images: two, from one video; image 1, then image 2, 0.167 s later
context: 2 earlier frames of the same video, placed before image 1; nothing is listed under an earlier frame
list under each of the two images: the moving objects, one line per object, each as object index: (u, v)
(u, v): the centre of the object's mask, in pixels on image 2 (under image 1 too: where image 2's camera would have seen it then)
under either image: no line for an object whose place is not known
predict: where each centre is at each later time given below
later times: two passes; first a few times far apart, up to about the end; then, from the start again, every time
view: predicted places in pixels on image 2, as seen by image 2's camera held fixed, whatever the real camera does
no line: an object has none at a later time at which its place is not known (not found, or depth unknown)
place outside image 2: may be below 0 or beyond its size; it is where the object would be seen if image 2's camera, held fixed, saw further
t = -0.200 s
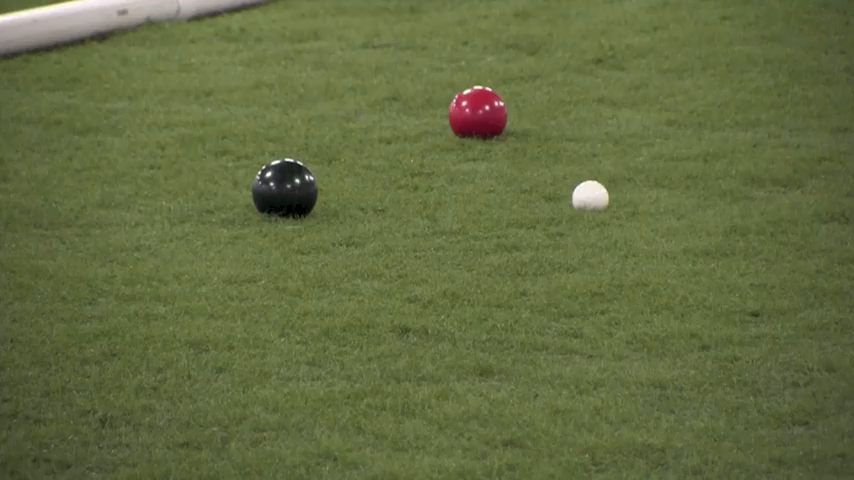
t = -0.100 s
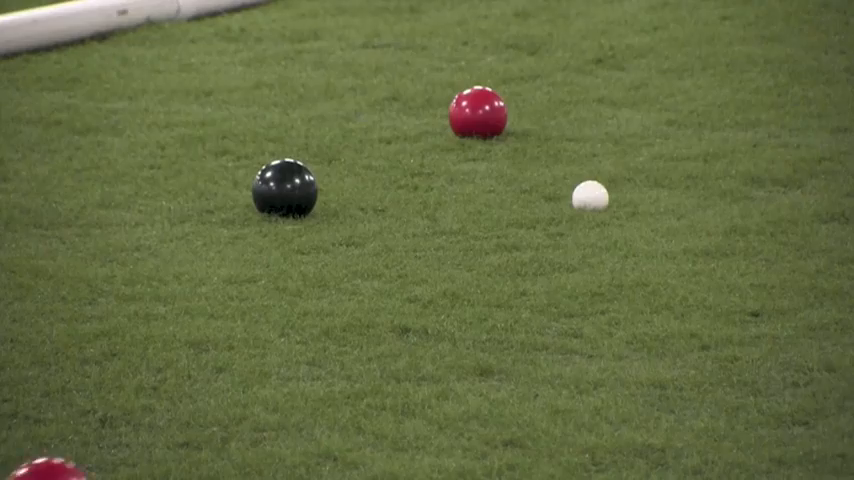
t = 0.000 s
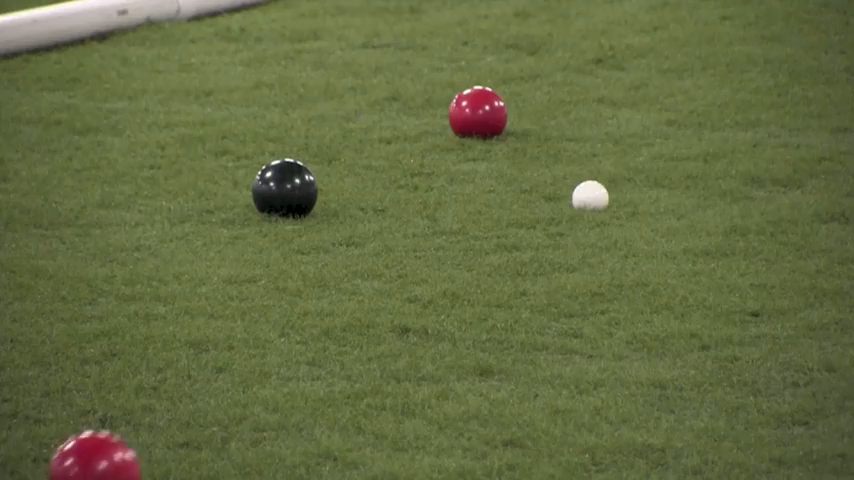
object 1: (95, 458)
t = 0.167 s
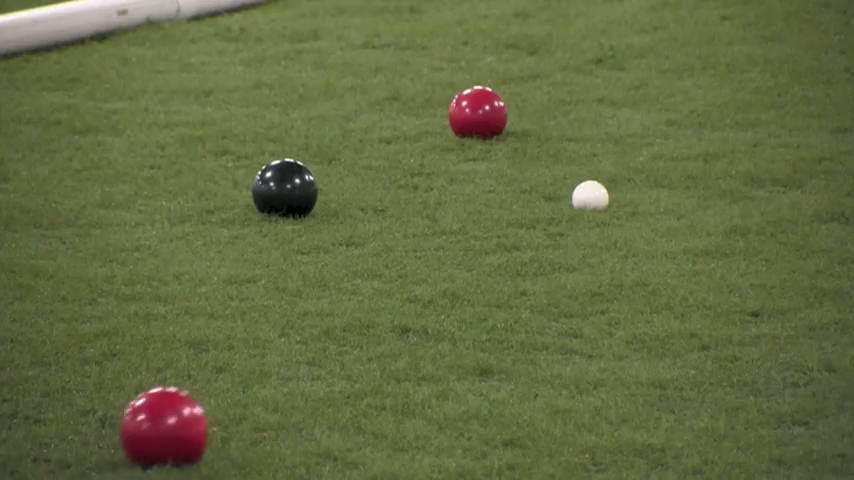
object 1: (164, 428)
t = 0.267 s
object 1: (202, 404)
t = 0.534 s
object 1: (289, 346)
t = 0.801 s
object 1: (362, 300)
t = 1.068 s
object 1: (420, 266)
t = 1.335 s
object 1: (469, 238)
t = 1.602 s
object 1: (501, 210)
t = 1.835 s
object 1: (526, 189)
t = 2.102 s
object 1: (551, 169)
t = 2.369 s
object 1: (576, 153)
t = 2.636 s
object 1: (600, 140)
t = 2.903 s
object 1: (618, 129)
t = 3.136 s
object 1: (635, 123)
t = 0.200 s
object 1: (177, 420)
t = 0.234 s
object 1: (189, 412)
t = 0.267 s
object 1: (202, 404)
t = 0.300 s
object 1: (214, 394)
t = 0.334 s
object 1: (225, 389)
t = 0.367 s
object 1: (237, 379)
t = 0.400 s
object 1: (248, 372)
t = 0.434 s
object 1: (259, 366)
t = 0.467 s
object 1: (269, 359)
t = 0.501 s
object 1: (279, 353)
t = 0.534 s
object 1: (289, 346)
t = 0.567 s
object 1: (299, 342)
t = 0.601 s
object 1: (309, 334)
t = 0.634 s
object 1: (318, 328)
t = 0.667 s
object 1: (328, 323)
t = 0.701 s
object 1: (336, 316)
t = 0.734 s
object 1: (345, 312)
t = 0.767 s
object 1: (353, 305)
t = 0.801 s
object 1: (362, 300)
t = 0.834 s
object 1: (370, 293)
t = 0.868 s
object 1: (377, 287)
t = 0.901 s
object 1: (385, 286)
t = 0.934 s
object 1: (392, 282)
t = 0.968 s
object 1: (399, 277)
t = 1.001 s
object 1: (407, 274)
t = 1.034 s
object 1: (413, 270)
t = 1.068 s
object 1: (420, 266)
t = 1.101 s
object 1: (427, 262)
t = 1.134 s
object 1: (433, 259)
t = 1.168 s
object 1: (440, 254)
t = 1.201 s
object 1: (446, 252)
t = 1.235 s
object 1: (452, 248)
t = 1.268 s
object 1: (458, 245)
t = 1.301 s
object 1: (463, 242)
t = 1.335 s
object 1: (469, 238)
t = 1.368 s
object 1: (474, 235)
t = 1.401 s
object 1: (479, 231)
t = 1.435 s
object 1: (483, 227)
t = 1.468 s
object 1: (487, 223)
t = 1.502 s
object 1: (491, 219)
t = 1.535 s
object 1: (494, 216)
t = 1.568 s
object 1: (498, 213)
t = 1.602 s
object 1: (501, 210)
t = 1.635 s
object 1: (505, 204)
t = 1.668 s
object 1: (508, 202)
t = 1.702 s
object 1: (512, 201)
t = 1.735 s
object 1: (515, 199)
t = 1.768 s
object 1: (519, 196)
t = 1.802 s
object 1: (522, 193)
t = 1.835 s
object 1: (526, 189)
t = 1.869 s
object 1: (529, 187)
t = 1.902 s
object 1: (532, 184)
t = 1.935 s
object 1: (536, 182)
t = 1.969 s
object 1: (538, 180)
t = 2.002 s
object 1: (542, 178)
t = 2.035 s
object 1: (545, 175)
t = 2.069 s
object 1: (548, 173)
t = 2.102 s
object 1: (551, 169)
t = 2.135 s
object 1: (554, 168)
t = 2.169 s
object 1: (557, 165)
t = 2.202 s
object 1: (560, 163)
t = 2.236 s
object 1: (563, 161)
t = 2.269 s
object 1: (566, 159)
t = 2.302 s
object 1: (570, 156)
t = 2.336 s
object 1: (573, 155)
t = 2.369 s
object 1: (576, 153)
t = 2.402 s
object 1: (579, 150)
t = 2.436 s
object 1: (582, 149)
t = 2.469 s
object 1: (585, 148)
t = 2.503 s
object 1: (588, 146)
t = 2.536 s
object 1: (591, 144)
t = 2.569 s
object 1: (594, 143)
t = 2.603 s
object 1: (597, 142)
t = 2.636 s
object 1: (600, 140)
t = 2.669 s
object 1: (602, 139)
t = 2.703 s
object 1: (604, 137)
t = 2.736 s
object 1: (607, 136)
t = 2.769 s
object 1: (609, 134)
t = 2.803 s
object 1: (611, 133)
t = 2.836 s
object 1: (613, 132)
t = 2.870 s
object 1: (616, 131)
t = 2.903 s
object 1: (618, 129)
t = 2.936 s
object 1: (620, 128)
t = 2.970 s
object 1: (622, 127)
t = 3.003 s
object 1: (625, 126)
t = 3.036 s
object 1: (627, 125)
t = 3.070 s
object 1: (630, 124)
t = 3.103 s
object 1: (632, 123)
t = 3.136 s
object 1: (635, 123)
